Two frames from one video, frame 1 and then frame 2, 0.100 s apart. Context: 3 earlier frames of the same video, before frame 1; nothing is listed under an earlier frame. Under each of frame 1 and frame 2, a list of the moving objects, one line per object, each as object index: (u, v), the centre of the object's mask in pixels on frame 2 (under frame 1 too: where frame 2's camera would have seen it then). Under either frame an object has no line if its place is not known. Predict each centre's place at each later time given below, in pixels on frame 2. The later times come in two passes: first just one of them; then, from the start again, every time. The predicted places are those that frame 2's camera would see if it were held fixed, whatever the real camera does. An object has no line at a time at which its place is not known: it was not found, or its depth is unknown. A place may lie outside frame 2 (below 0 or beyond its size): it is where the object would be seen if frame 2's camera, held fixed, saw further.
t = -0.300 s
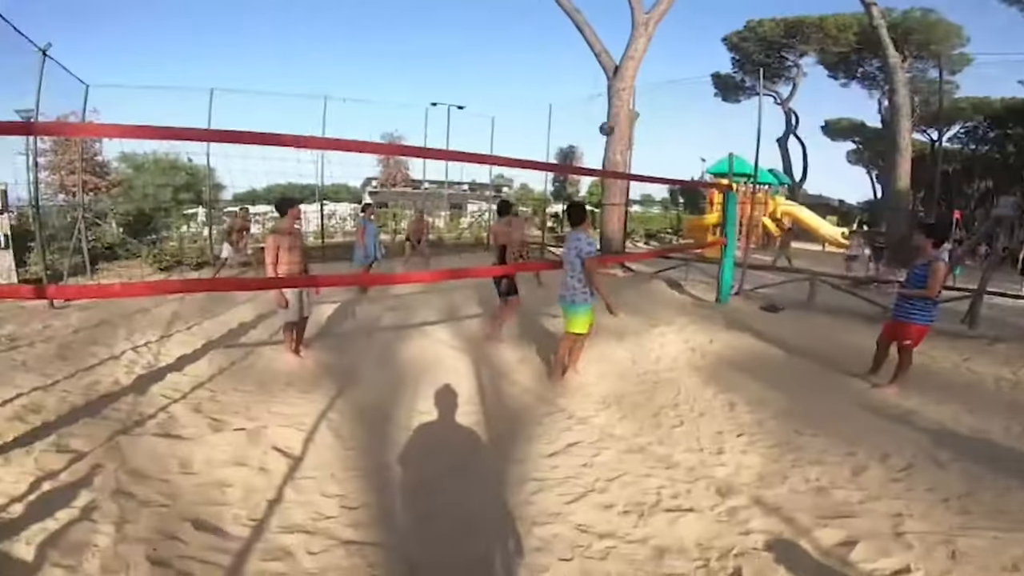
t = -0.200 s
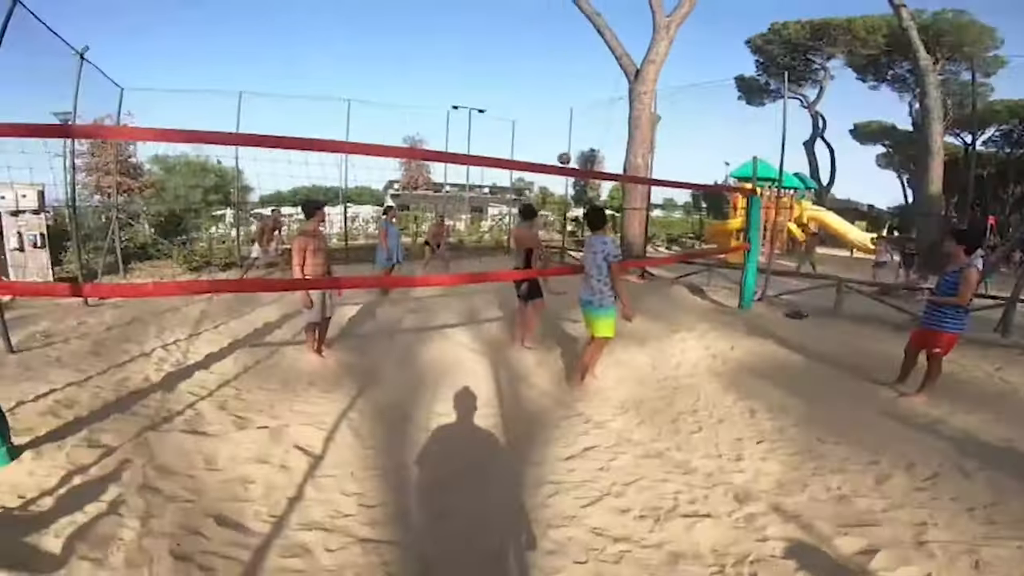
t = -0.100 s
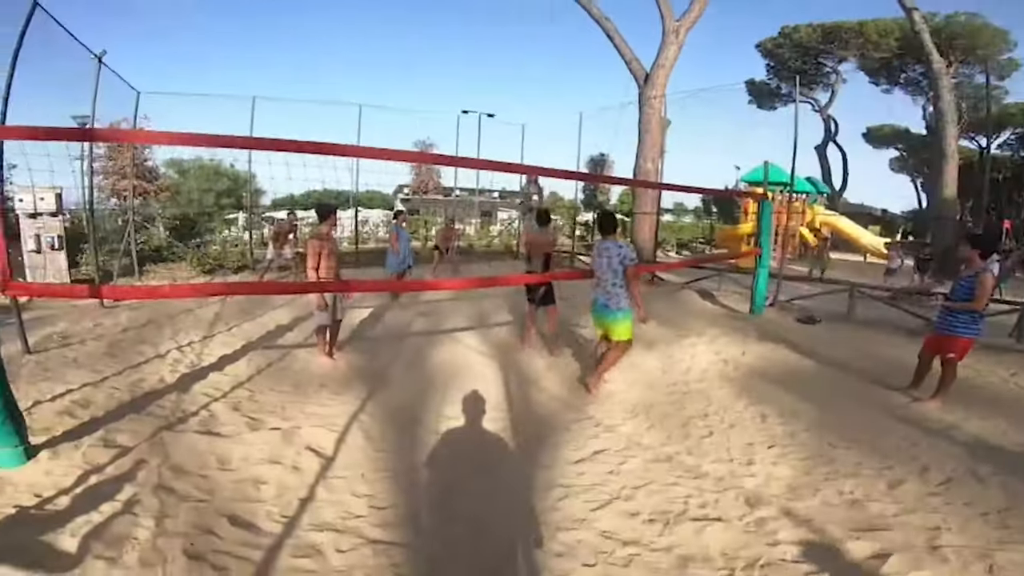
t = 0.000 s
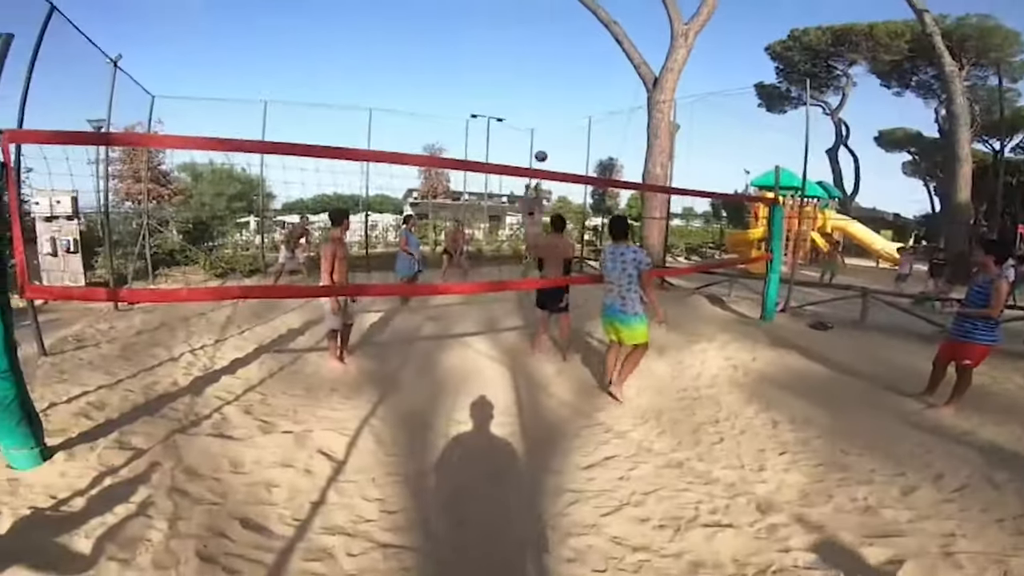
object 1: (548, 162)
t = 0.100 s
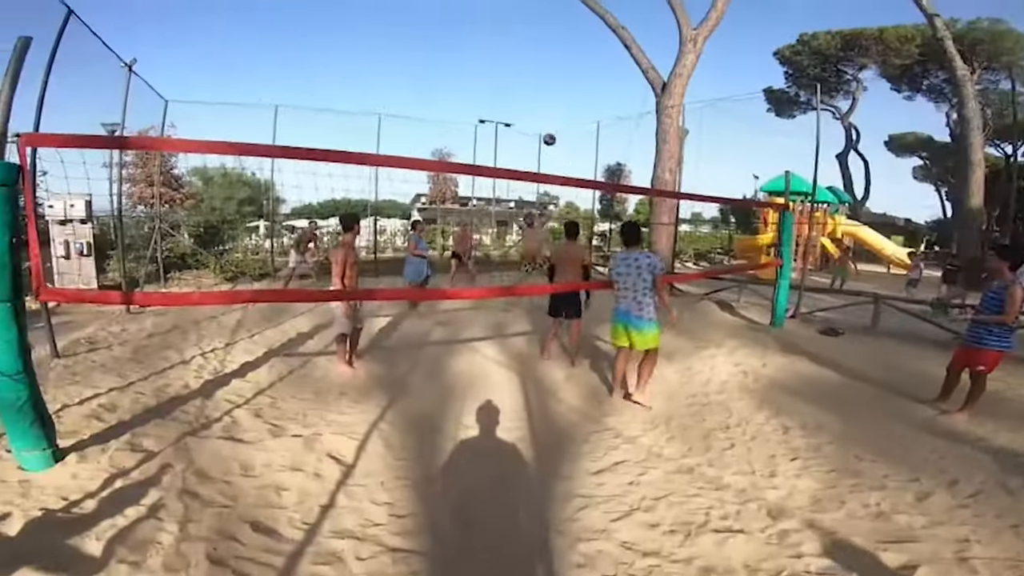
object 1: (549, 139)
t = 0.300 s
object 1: (550, 104)
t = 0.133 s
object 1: (549, 133)
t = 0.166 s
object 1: (550, 126)
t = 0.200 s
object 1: (550, 120)
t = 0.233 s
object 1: (550, 114)
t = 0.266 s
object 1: (550, 109)
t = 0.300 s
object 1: (550, 104)
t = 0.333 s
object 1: (549, 99)
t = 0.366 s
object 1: (550, 93)
